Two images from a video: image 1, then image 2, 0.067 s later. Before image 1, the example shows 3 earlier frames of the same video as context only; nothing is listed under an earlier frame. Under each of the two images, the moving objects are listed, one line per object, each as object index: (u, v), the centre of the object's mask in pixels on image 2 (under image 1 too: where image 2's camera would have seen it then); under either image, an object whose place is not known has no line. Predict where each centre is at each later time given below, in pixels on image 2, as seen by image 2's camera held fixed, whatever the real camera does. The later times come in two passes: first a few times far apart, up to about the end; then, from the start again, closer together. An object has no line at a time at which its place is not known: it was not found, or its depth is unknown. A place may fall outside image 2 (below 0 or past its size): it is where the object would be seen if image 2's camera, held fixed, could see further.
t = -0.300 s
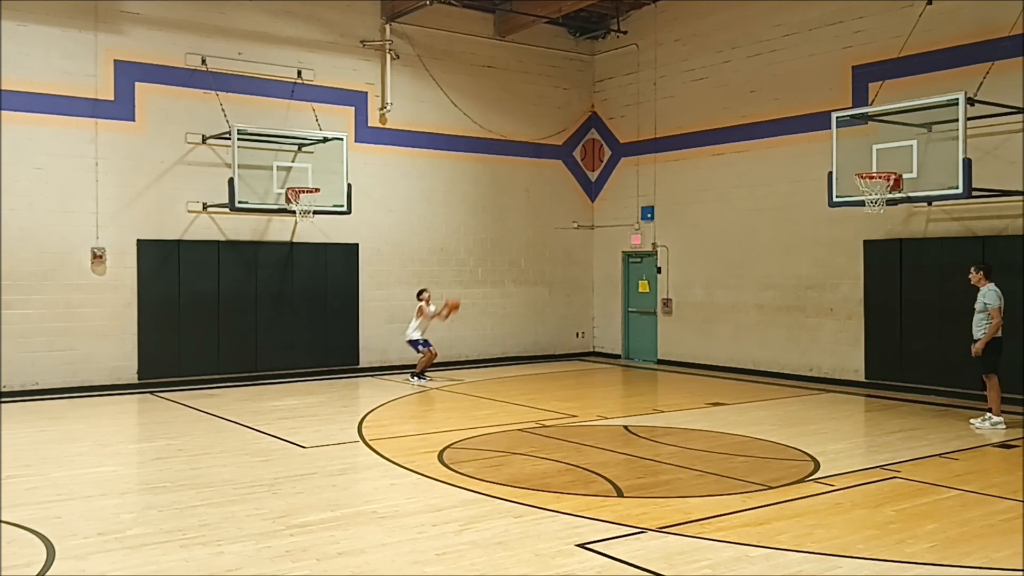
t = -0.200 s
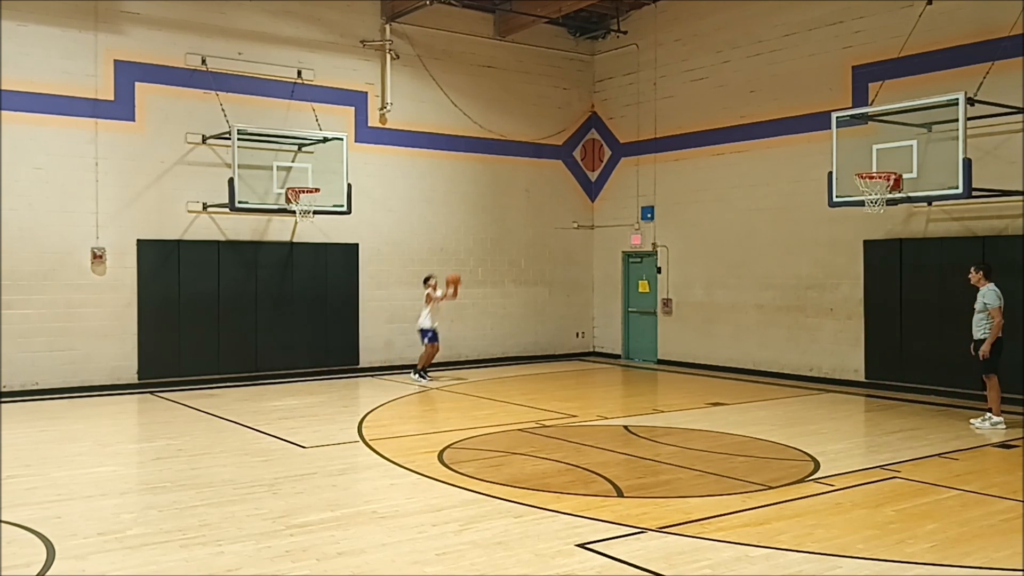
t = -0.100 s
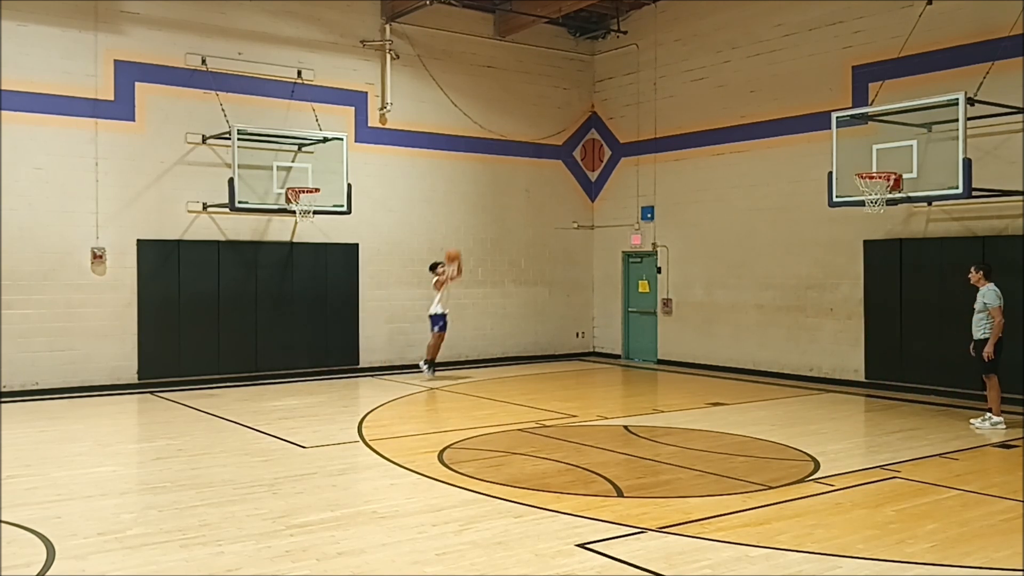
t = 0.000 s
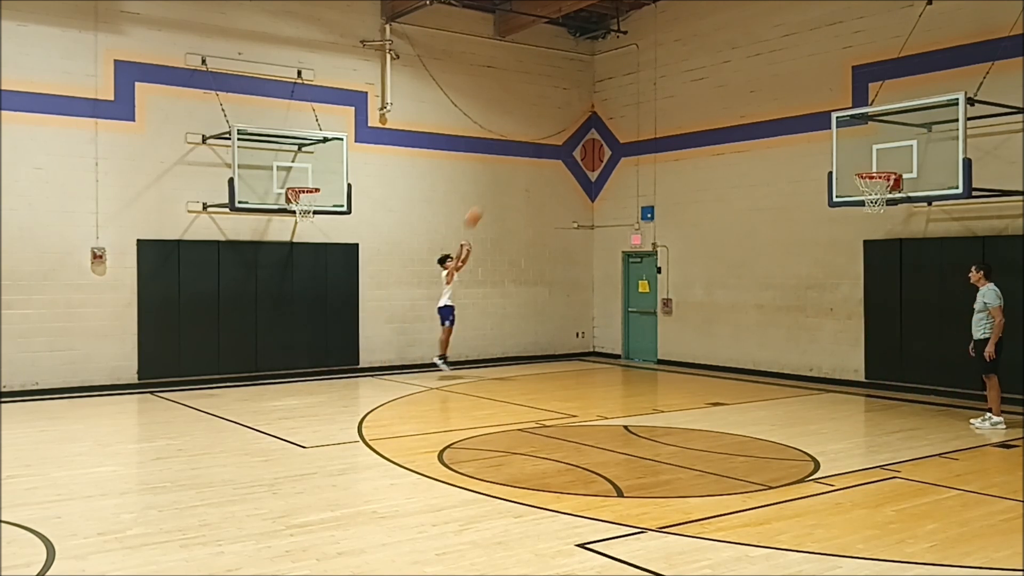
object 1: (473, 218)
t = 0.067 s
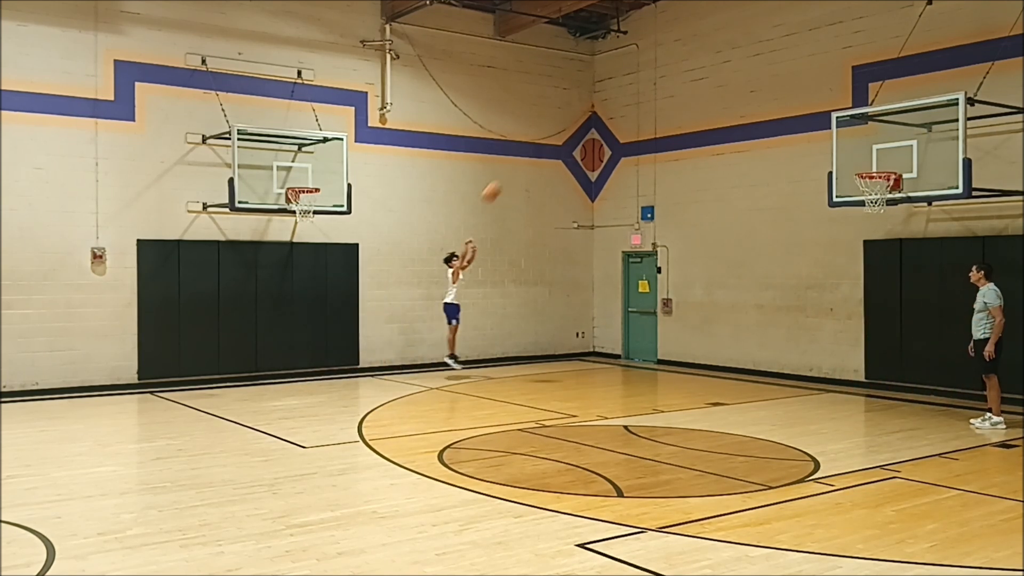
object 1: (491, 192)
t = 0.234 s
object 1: (539, 140)
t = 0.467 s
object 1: (613, 90)
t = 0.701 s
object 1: (692, 75)
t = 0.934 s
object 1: (779, 99)
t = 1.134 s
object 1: (861, 155)
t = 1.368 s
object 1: (868, 200)
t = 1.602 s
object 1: (861, 214)
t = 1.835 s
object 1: (858, 270)
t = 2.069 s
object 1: (854, 373)
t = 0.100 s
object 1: (501, 180)
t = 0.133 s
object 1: (511, 168)
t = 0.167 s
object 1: (520, 158)
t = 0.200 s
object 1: (529, 148)
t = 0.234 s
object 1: (539, 140)
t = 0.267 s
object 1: (548, 129)
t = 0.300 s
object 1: (557, 121)
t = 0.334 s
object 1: (568, 114)
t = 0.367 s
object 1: (578, 107)
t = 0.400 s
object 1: (590, 102)
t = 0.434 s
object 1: (600, 95)
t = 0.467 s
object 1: (613, 90)
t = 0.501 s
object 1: (624, 86)
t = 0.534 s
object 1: (634, 82)
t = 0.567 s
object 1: (647, 80)
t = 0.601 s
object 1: (657, 78)
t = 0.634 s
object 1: (668, 76)
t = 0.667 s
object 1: (681, 75)
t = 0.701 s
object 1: (692, 75)
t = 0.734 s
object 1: (704, 76)
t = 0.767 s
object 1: (717, 77)
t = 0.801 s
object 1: (729, 80)
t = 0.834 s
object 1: (742, 83)
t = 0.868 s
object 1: (754, 88)
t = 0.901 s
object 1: (767, 94)
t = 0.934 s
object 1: (779, 99)
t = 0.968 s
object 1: (793, 107)
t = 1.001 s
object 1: (806, 115)
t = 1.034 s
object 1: (818, 121)
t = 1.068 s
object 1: (832, 130)
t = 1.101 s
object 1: (847, 142)
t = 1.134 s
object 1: (861, 155)
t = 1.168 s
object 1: (874, 166)
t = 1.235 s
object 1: (884, 184)
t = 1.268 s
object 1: (884, 186)
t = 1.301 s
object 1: (880, 191)
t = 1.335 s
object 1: (874, 195)
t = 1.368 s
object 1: (868, 200)
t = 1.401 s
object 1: (864, 202)
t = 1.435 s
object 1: (863, 202)
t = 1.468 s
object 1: (862, 204)
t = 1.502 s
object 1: (862, 205)
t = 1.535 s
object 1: (861, 208)
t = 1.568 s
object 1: (861, 210)
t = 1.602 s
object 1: (861, 214)
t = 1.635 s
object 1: (860, 219)
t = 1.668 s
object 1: (860, 226)
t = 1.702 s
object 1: (860, 233)
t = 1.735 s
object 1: (859, 241)
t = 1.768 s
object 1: (859, 250)
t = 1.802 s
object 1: (859, 259)
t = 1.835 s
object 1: (858, 270)
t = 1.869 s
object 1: (857, 281)
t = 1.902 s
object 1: (857, 294)
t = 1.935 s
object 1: (856, 307)
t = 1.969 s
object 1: (855, 321)
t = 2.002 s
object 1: (855, 337)
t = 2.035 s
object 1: (854, 354)
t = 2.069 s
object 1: (854, 373)
